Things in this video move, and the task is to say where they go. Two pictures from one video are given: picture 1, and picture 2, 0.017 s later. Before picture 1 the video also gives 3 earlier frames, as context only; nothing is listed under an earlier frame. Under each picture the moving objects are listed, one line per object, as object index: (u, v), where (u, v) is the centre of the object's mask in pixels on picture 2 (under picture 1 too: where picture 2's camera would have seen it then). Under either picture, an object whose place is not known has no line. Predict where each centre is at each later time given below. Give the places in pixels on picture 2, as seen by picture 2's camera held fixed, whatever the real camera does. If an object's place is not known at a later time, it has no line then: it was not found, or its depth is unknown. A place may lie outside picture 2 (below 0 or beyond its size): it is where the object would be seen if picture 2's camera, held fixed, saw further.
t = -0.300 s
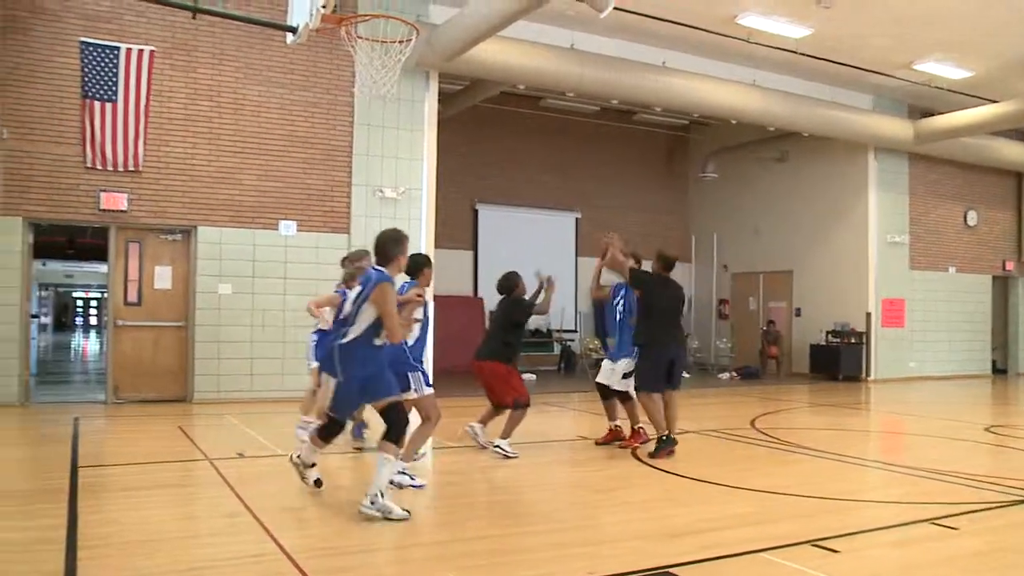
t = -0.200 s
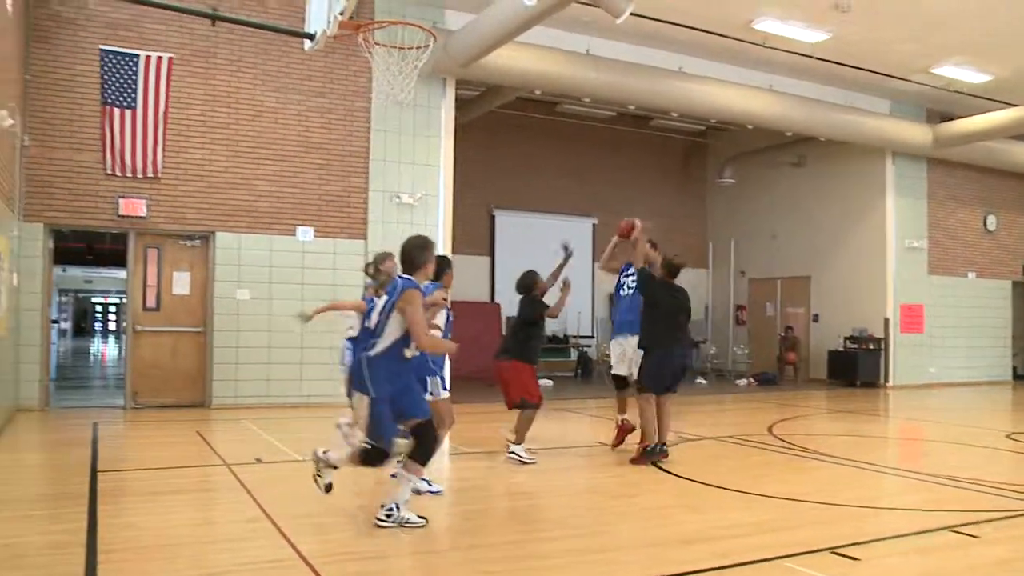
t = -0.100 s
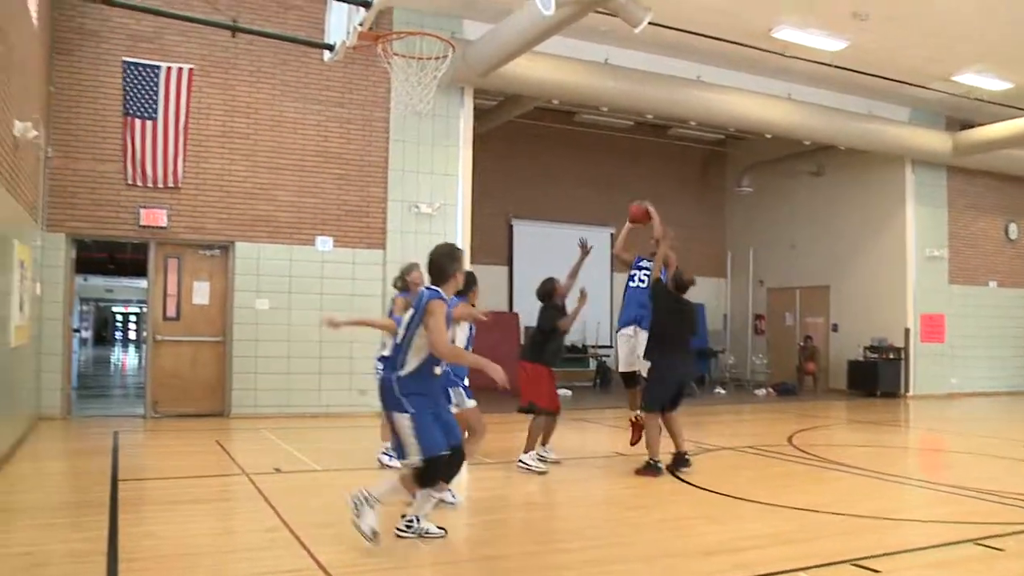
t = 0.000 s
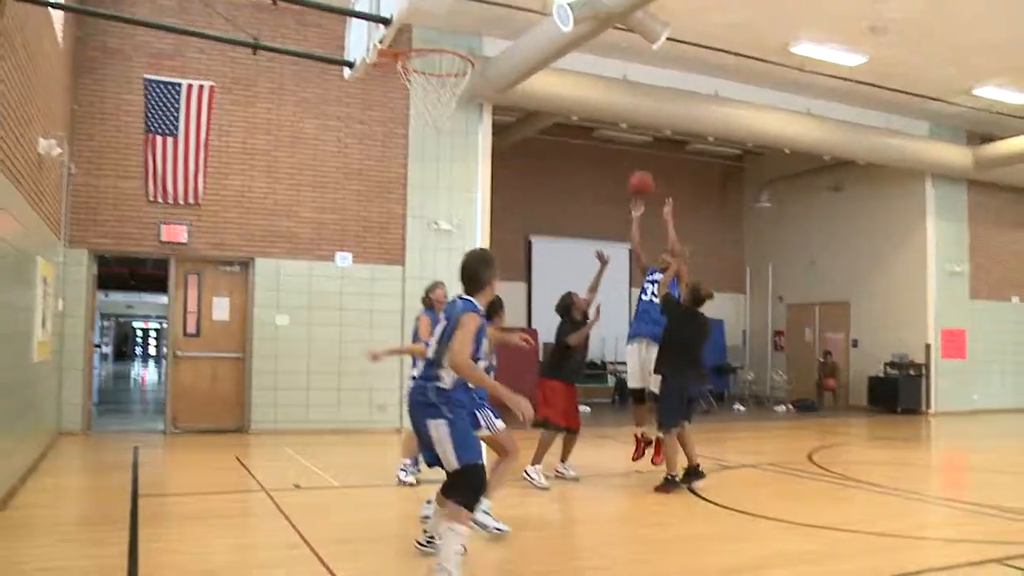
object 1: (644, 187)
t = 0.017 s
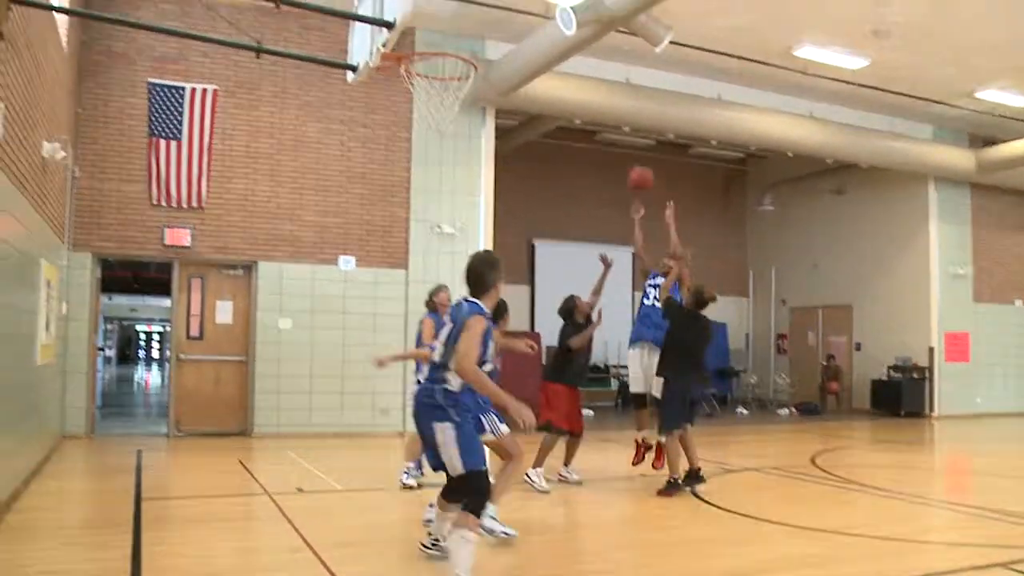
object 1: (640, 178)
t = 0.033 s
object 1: (638, 171)
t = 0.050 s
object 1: (634, 162)
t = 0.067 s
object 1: (631, 154)
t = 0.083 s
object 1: (628, 150)
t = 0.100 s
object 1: (624, 140)
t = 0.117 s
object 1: (619, 133)
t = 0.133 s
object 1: (615, 127)
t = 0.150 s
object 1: (610, 120)
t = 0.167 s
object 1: (608, 114)
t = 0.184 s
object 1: (604, 107)
